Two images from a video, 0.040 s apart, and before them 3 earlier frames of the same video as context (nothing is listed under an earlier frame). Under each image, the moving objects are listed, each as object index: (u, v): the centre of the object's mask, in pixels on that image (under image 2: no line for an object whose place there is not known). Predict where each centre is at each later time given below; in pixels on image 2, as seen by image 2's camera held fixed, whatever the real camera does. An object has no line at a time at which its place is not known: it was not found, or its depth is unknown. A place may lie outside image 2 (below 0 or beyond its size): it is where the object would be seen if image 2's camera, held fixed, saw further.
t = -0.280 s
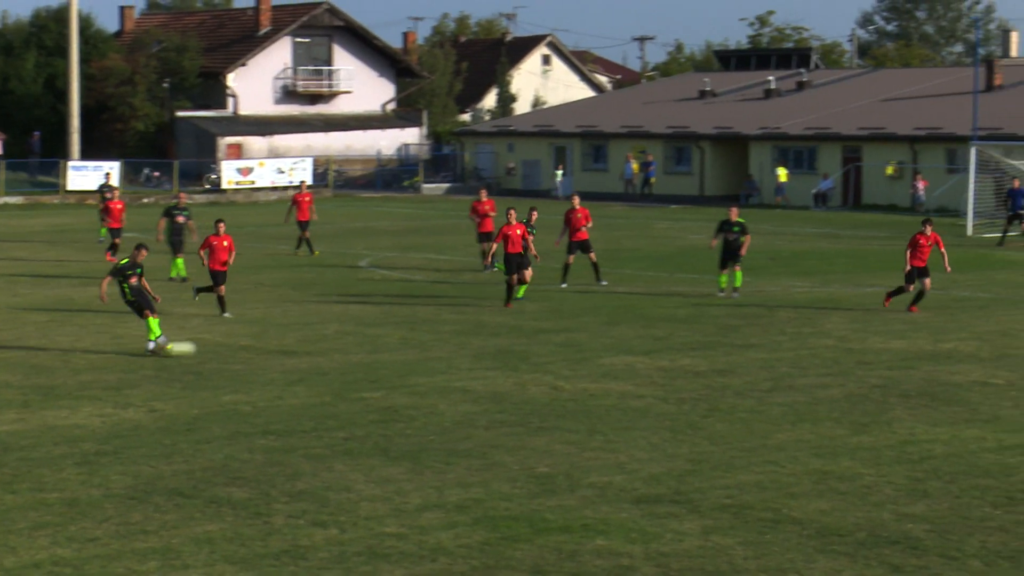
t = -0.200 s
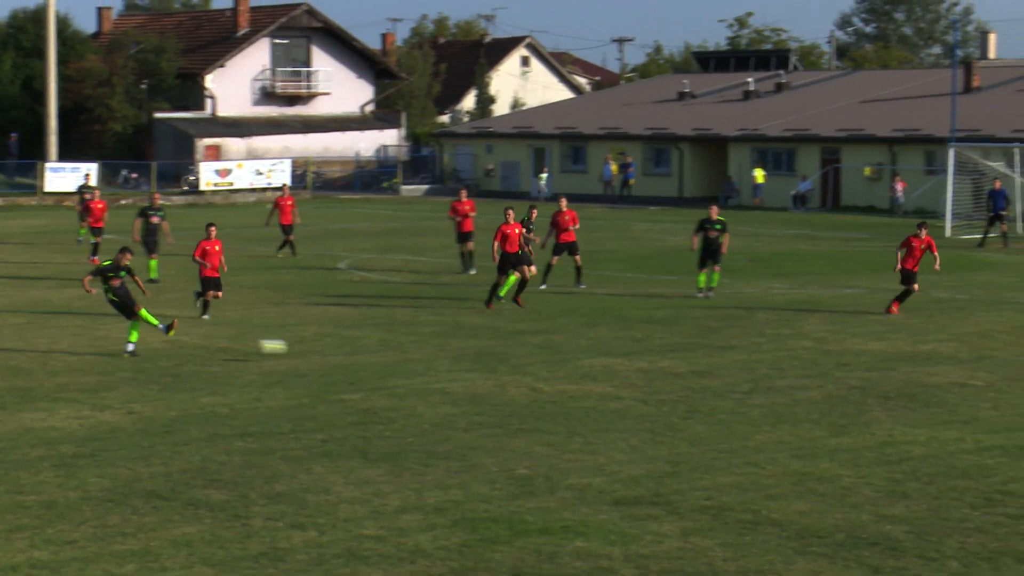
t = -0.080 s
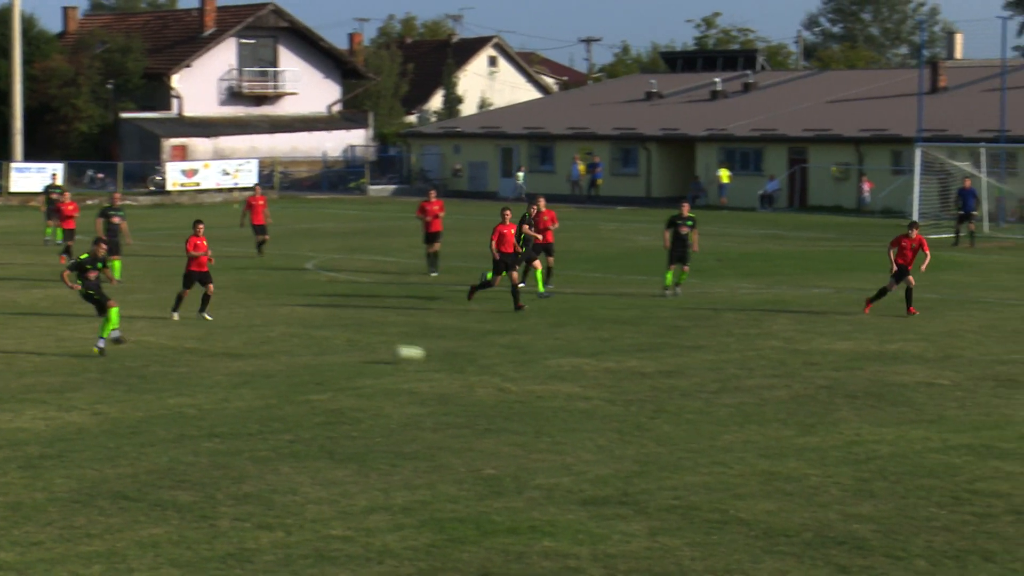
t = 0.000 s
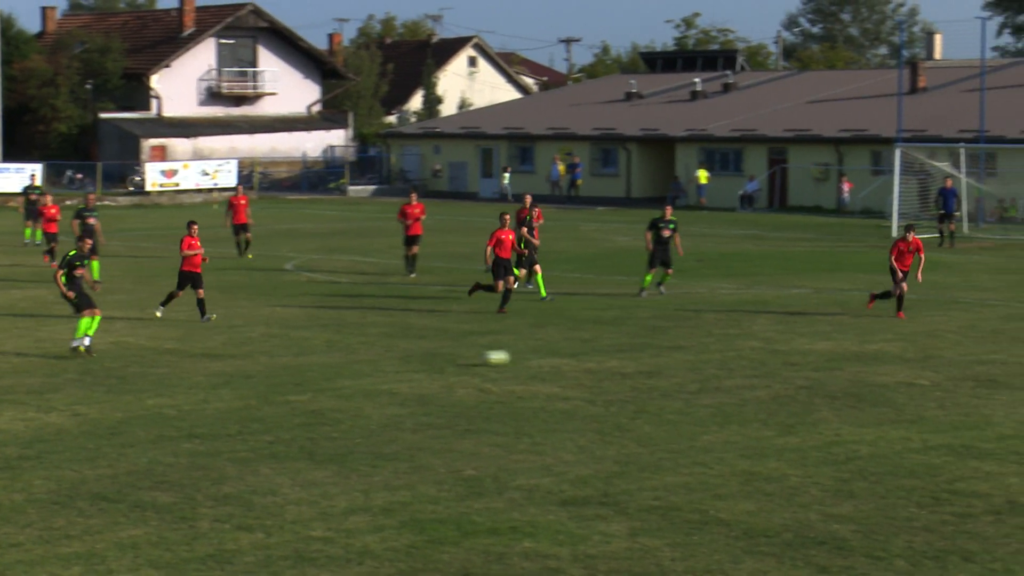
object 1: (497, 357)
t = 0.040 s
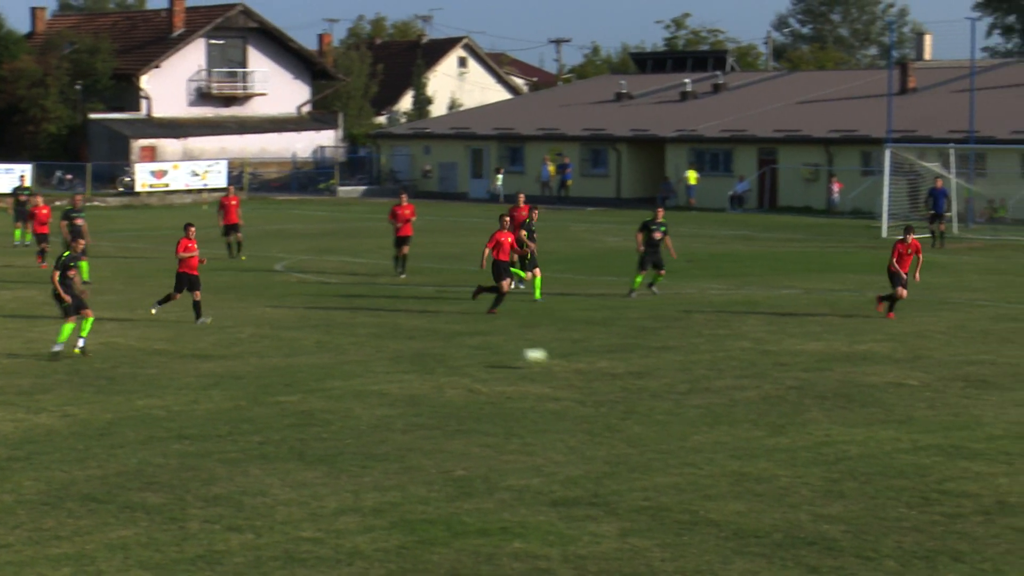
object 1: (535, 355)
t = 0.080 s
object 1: (581, 354)
